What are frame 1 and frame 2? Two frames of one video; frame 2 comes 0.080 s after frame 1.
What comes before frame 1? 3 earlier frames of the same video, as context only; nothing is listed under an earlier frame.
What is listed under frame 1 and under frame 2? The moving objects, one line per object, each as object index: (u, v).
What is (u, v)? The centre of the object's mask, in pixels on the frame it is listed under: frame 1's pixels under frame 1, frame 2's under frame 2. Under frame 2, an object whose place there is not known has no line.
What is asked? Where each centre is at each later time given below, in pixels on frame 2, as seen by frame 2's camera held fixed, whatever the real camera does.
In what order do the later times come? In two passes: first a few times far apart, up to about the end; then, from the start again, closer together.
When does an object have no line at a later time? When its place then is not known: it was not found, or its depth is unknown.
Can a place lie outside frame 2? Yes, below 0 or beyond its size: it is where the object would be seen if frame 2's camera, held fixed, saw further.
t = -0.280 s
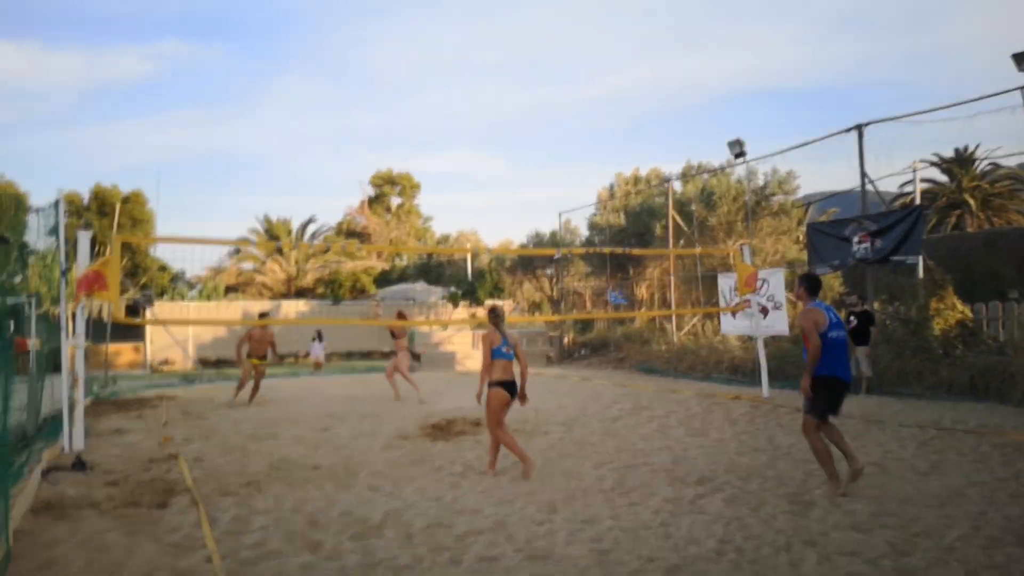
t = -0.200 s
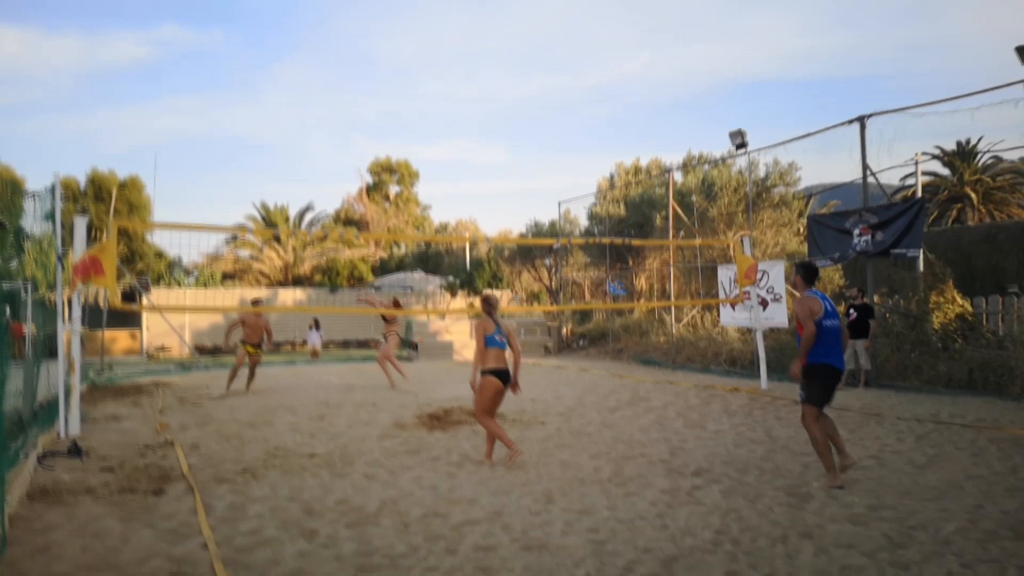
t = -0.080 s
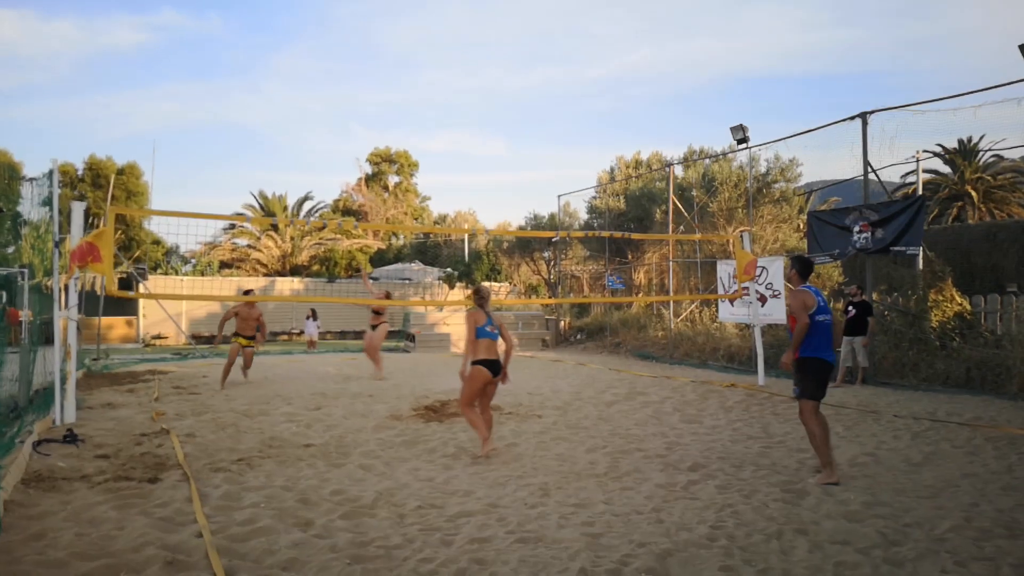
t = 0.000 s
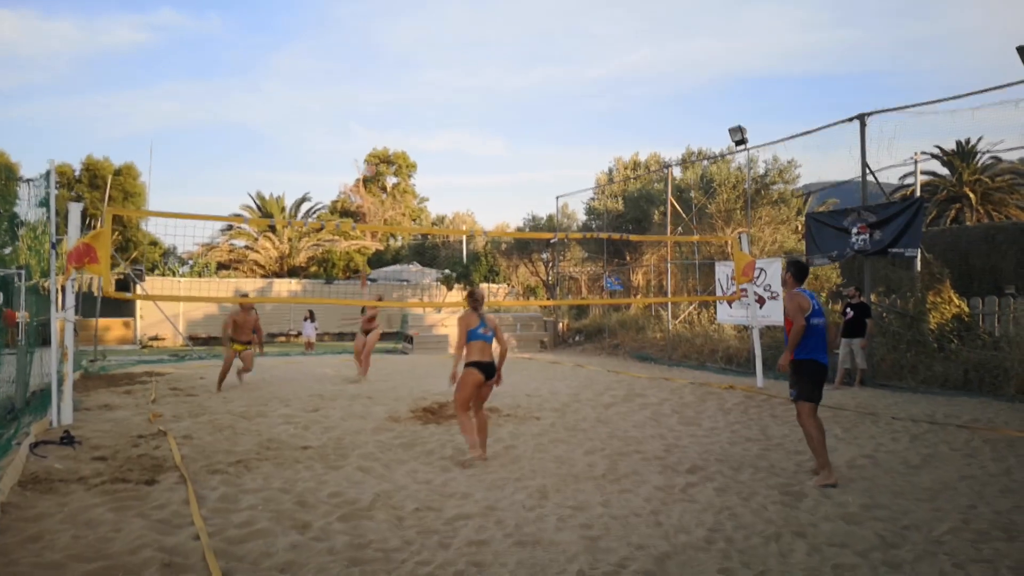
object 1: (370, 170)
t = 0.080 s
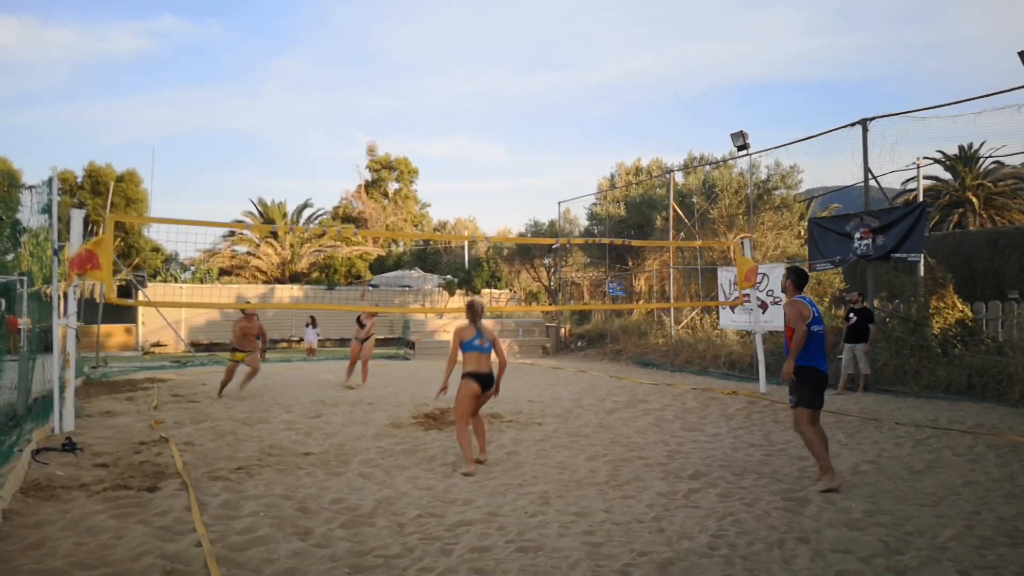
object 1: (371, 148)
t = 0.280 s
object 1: (373, 99)
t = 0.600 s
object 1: (378, 67)
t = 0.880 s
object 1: (384, 91)
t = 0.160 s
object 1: (372, 125)
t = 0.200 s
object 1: (372, 116)
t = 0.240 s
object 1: (373, 107)
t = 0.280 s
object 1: (373, 99)
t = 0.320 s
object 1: (373, 92)
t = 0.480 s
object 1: (377, 72)
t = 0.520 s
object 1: (377, 69)
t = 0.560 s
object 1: (378, 68)
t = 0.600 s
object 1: (378, 67)
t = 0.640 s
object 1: (379, 67)
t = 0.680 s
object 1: (380, 69)
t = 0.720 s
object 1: (381, 71)
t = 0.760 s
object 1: (382, 75)
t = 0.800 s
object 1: (383, 80)
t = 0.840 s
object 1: (384, 85)
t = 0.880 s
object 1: (384, 91)
